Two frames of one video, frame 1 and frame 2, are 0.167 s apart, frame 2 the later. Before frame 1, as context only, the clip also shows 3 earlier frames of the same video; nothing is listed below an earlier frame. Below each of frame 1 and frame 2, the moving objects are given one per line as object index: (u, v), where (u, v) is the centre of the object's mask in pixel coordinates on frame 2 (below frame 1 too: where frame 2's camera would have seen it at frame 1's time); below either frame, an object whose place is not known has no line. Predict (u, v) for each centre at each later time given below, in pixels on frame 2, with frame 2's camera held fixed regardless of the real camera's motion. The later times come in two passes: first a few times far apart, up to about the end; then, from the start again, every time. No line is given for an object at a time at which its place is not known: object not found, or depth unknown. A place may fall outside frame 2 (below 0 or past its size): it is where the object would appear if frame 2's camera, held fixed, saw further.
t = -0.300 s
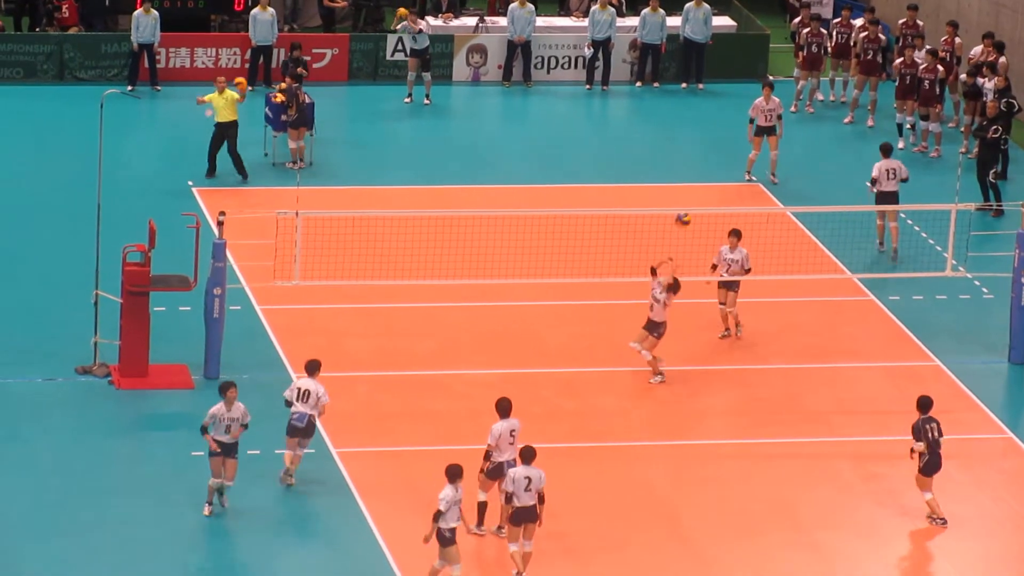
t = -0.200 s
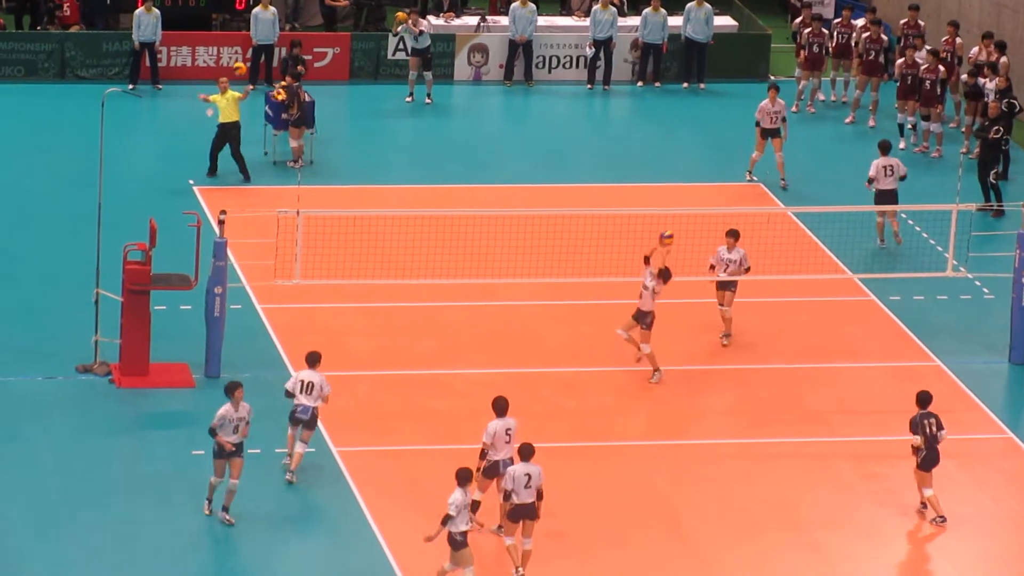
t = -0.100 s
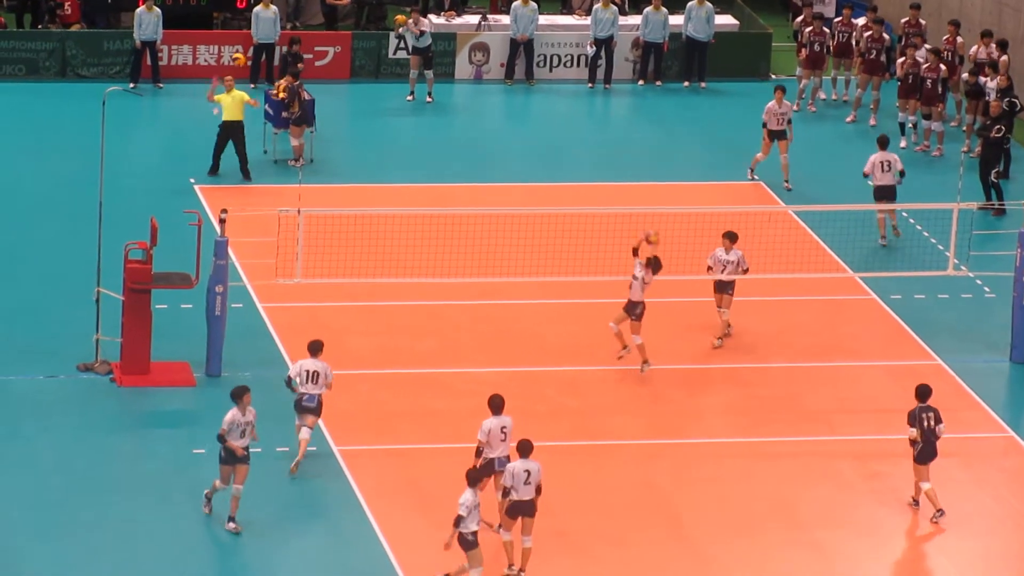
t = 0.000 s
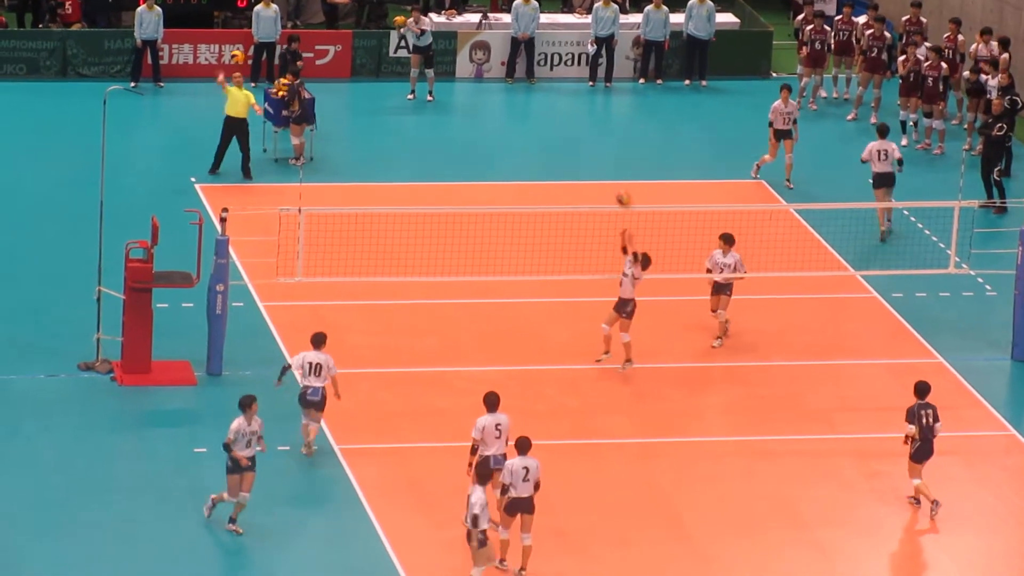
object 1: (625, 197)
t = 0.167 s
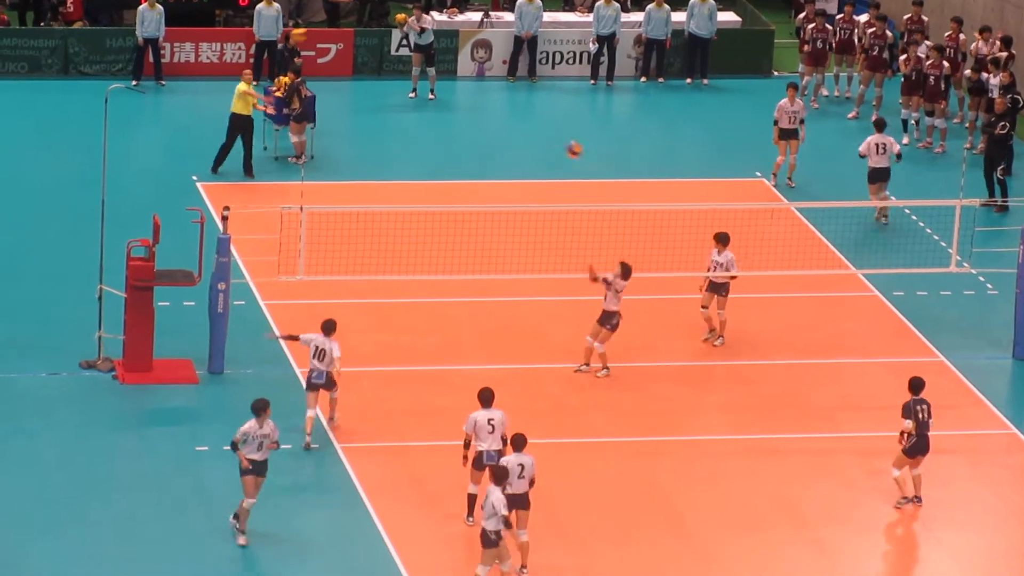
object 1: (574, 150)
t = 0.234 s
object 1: (553, 136)
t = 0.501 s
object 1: (469, 114)
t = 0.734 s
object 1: (395, 137)
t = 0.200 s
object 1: (563, 143)
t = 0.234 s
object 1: (553, 136)
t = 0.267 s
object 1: (542, 131)
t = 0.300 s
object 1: (532, 126)
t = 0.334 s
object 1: (521, 122)
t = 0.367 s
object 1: (511, 118)
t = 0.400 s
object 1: (501, 116)
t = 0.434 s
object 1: (490, 115)
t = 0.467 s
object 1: (480, 114)
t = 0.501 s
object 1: (469, 114)
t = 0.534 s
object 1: (459, 115)
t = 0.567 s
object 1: (448, 117)
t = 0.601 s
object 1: (438, 119)
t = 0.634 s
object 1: (427, 123)
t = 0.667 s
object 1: (417, 127)
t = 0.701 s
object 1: (406, 132)
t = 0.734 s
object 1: (395, 137)
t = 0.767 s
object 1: (386, 144)
